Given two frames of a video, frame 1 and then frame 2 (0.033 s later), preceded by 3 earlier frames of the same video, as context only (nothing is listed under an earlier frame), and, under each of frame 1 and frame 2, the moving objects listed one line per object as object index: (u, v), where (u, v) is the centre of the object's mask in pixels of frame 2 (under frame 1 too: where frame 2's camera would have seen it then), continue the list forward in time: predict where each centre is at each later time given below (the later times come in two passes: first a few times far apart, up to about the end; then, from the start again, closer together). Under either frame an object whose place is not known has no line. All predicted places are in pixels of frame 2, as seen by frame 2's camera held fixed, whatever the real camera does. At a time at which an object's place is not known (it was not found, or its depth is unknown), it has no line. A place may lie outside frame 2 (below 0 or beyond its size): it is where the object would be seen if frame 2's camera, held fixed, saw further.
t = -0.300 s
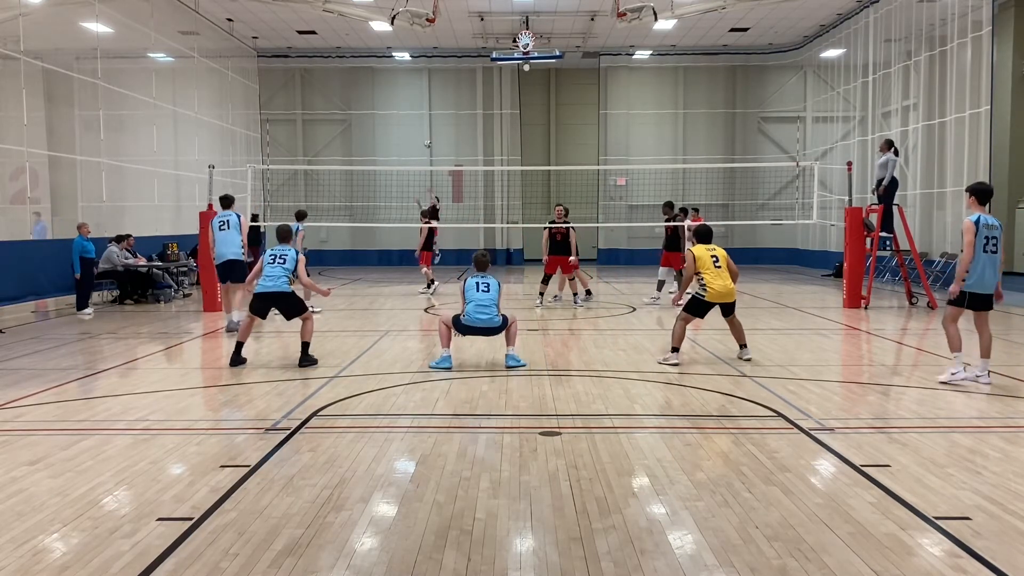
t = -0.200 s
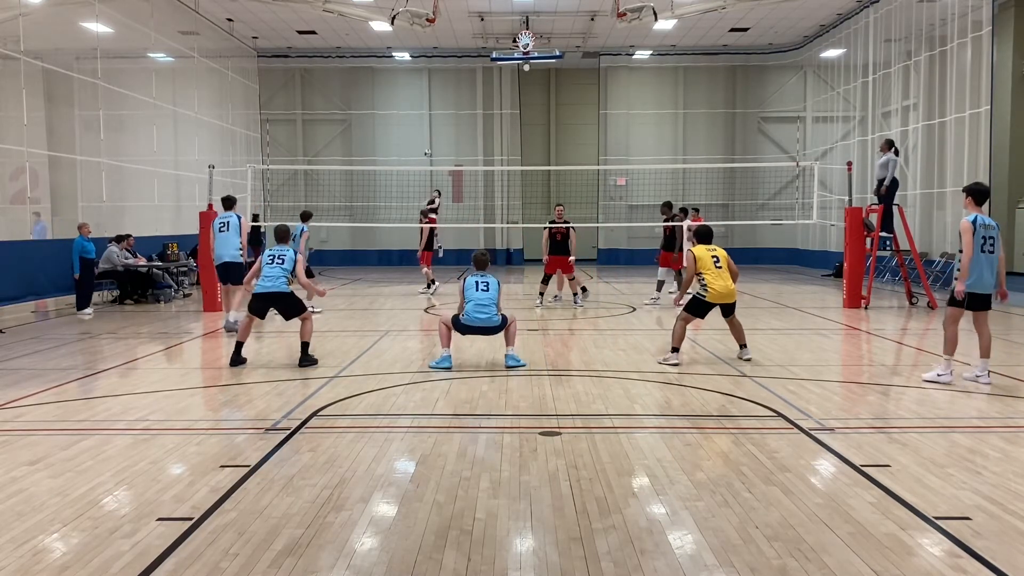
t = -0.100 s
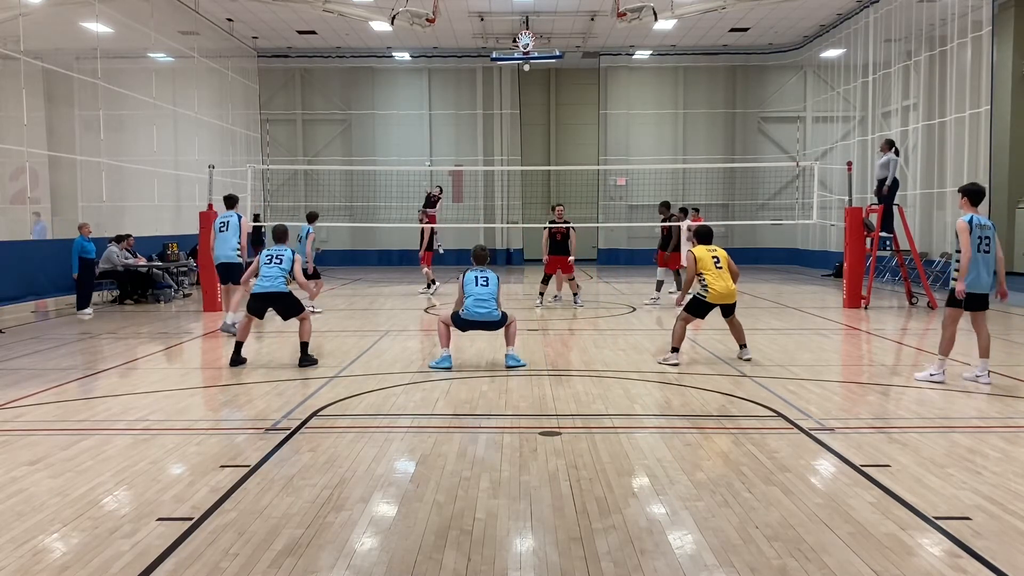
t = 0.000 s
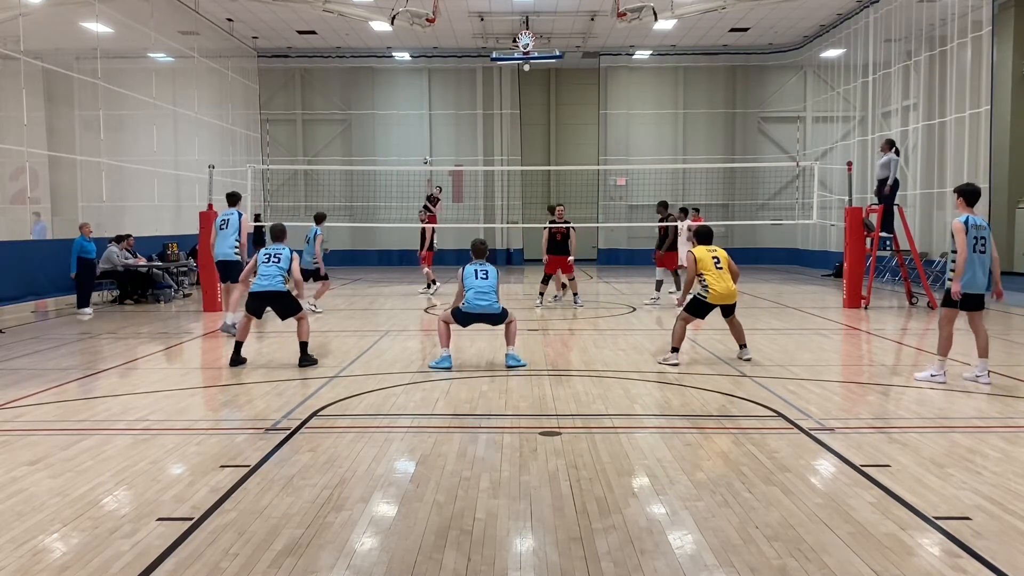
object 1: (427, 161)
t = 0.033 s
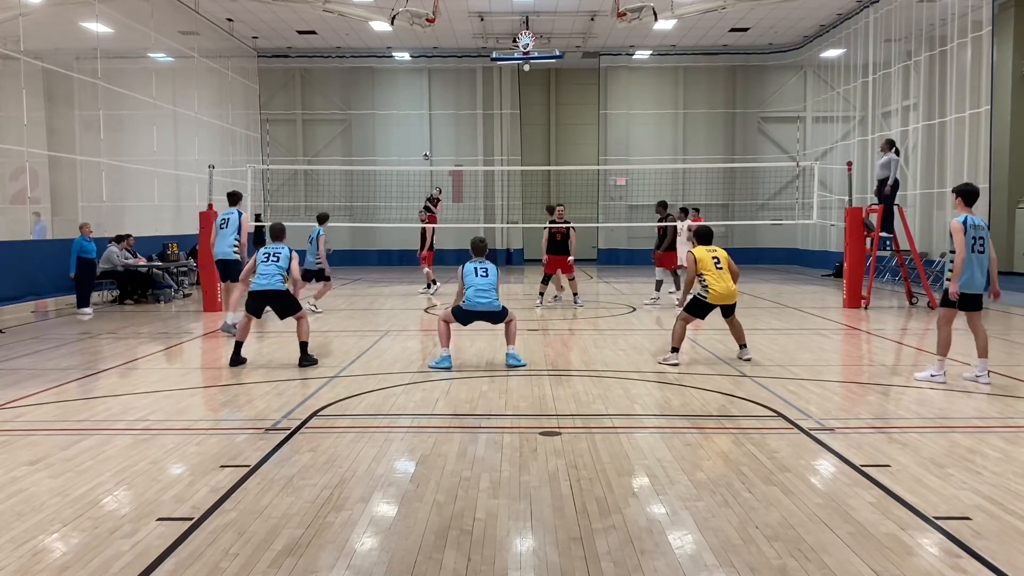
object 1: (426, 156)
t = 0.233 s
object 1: (430, 134)
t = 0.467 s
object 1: (451, 145)
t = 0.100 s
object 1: (426, 147)
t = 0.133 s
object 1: (427, 143)
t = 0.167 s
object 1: (428, 140)
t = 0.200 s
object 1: (428, 137)
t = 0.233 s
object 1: (430, 134)
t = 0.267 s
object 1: (431, 133)
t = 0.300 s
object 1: (434, 133)
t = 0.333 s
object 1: (436, 133)
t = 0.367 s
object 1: (439, 134)
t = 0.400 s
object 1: (442, 136)
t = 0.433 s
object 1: (446, 140)
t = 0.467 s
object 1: (451, 145)
